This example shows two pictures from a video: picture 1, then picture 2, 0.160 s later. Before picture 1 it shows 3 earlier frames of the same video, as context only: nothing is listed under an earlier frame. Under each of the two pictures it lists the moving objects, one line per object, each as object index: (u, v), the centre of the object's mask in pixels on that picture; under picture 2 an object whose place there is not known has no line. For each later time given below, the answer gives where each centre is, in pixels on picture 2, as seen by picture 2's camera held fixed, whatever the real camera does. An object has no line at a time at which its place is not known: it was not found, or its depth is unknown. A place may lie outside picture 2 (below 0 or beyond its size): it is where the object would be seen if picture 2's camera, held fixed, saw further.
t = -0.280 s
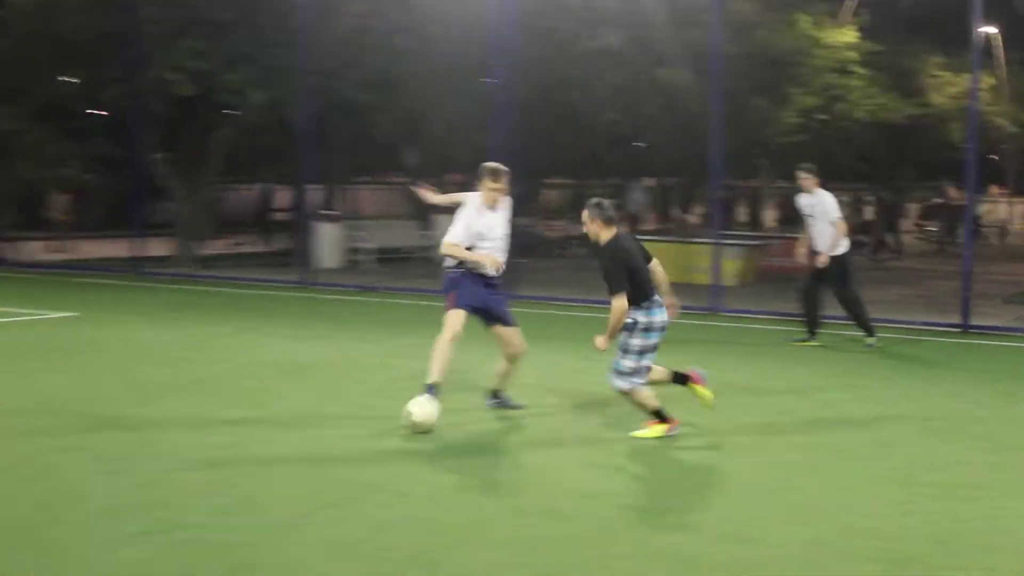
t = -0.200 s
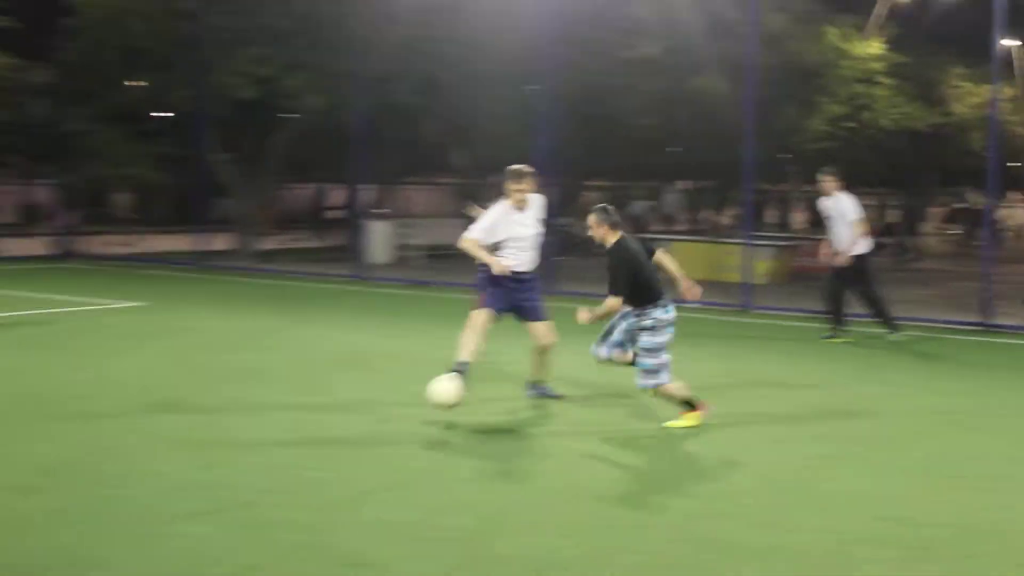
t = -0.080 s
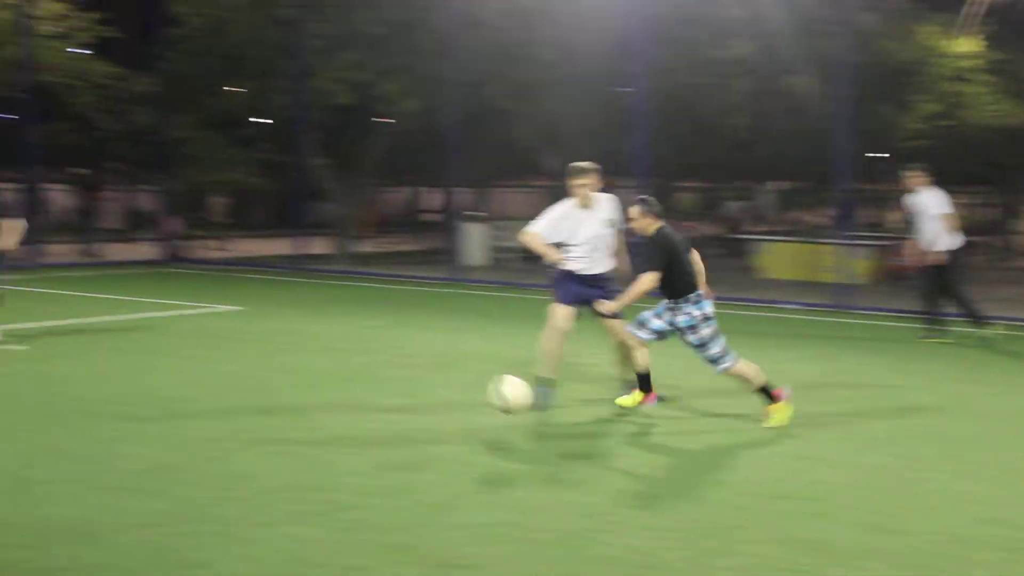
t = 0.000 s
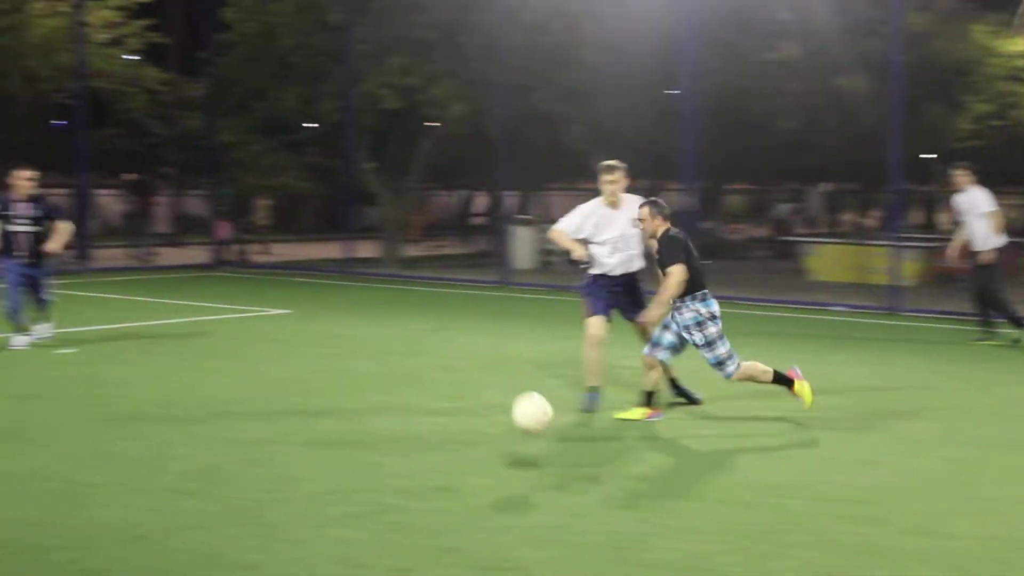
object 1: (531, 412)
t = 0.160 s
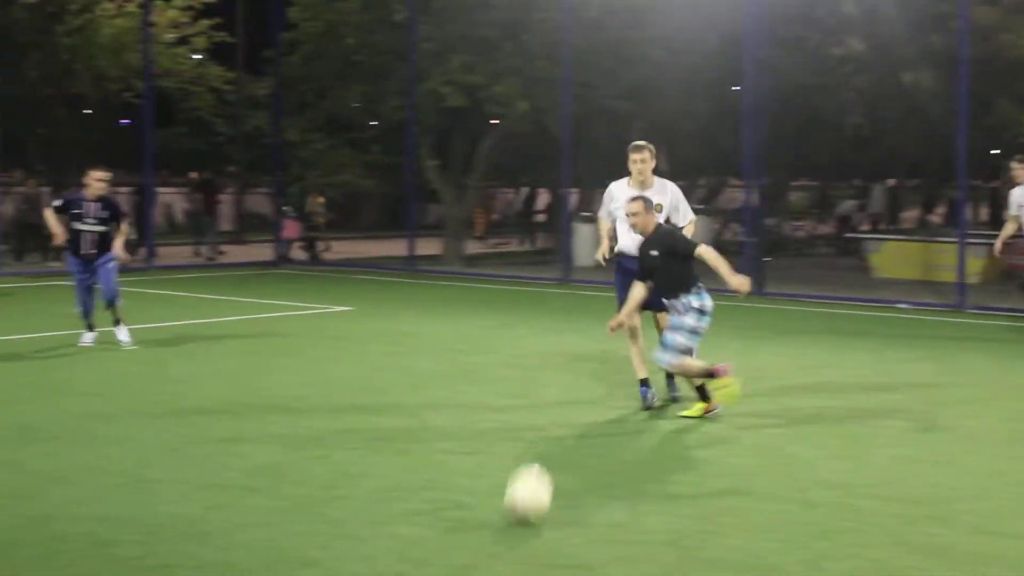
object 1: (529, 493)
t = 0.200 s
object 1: (507, 500)
